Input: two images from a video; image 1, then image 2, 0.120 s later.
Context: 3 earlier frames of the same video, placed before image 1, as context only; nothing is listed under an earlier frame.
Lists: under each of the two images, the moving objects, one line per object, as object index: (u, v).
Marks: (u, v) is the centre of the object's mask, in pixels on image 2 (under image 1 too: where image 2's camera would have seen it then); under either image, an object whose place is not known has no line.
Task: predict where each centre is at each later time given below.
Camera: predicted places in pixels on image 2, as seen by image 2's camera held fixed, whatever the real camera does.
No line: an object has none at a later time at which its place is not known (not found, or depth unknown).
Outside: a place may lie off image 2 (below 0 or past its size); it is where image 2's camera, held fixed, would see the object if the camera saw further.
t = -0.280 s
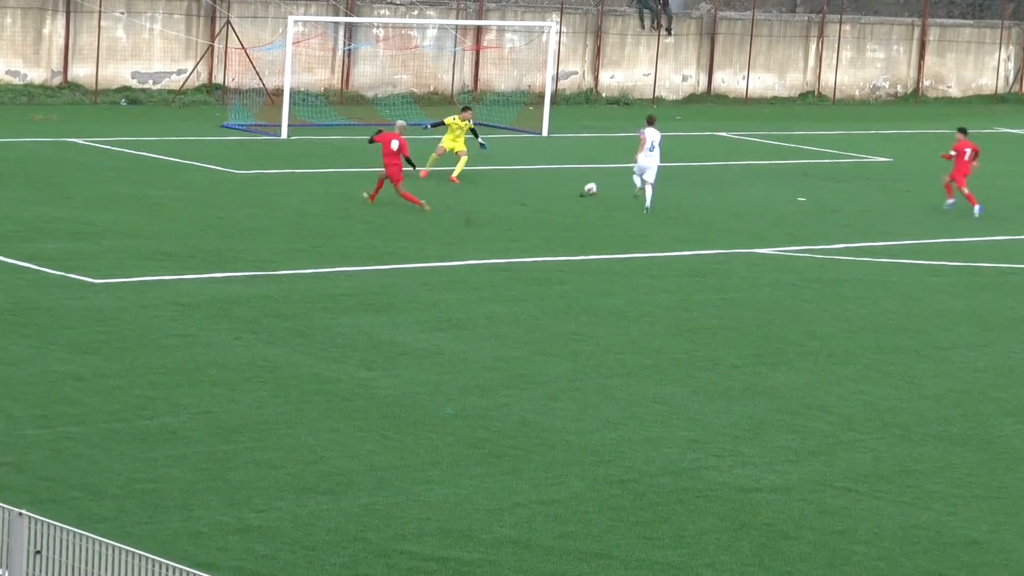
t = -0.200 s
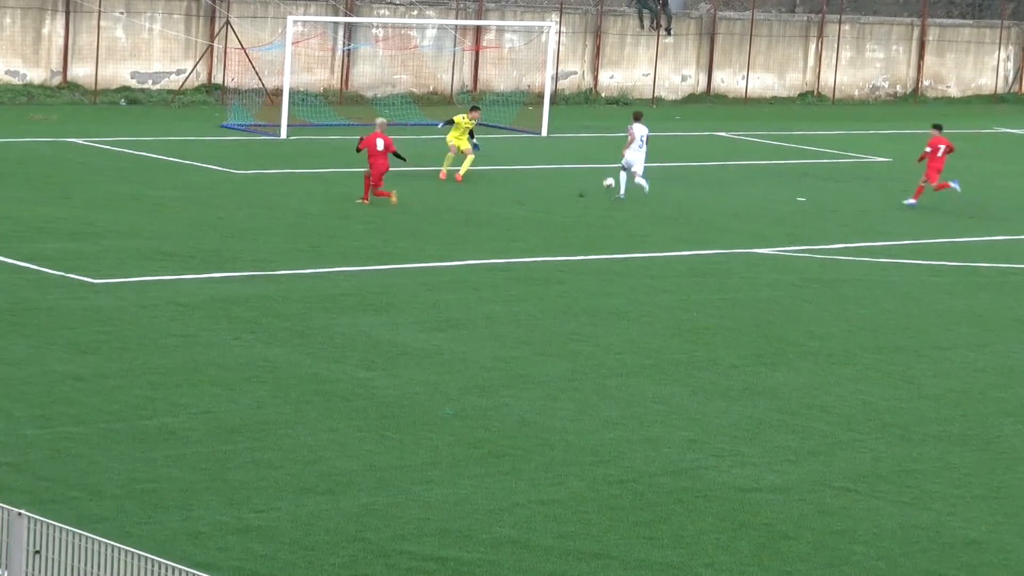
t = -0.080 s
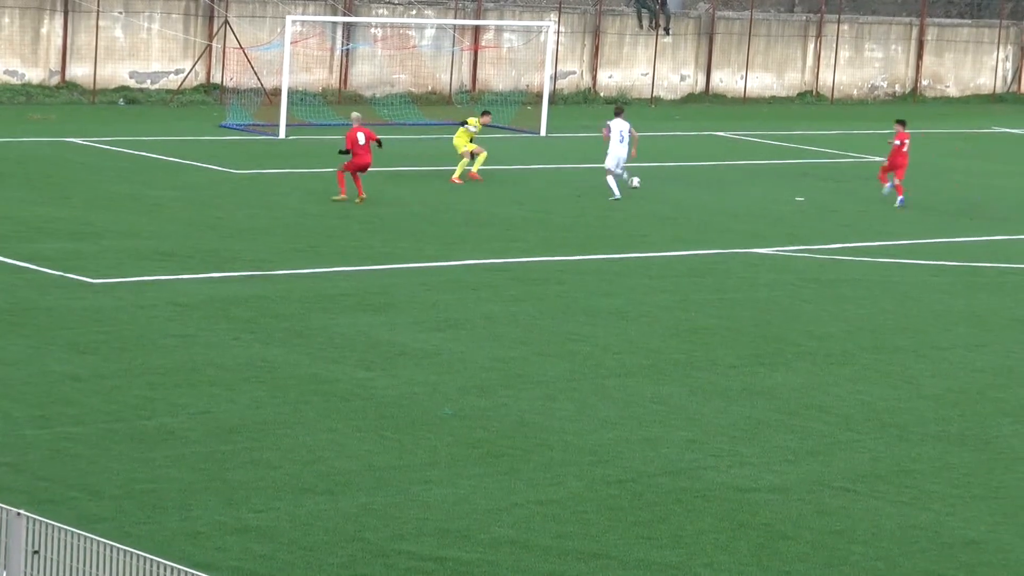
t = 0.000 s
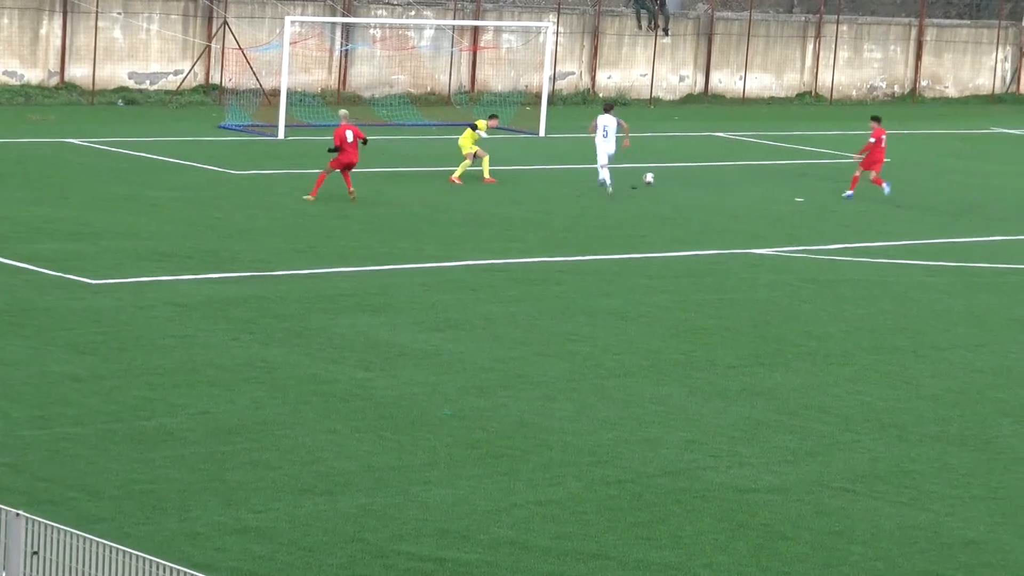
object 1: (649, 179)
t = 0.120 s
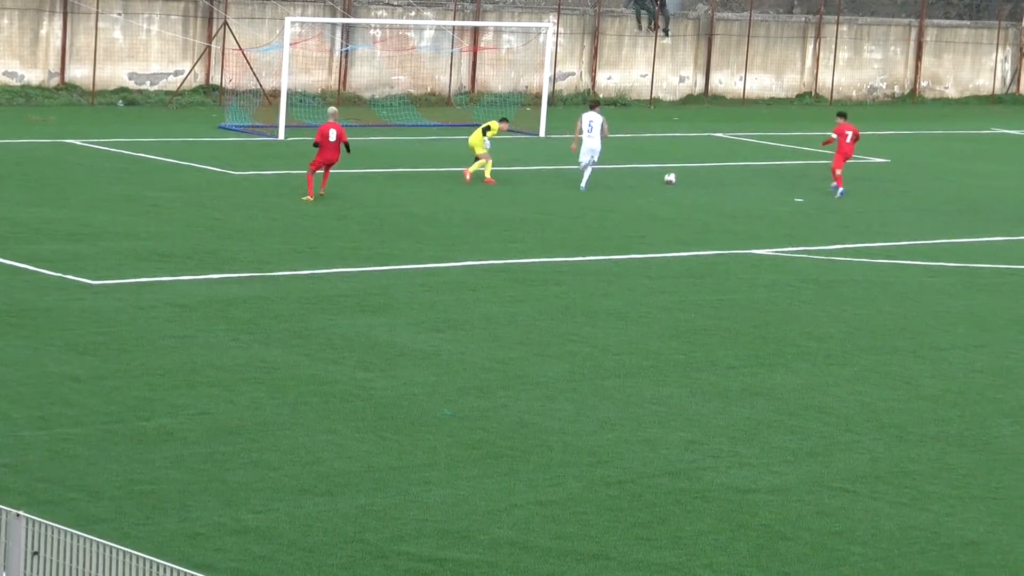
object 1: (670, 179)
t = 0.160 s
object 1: (677, 177)
